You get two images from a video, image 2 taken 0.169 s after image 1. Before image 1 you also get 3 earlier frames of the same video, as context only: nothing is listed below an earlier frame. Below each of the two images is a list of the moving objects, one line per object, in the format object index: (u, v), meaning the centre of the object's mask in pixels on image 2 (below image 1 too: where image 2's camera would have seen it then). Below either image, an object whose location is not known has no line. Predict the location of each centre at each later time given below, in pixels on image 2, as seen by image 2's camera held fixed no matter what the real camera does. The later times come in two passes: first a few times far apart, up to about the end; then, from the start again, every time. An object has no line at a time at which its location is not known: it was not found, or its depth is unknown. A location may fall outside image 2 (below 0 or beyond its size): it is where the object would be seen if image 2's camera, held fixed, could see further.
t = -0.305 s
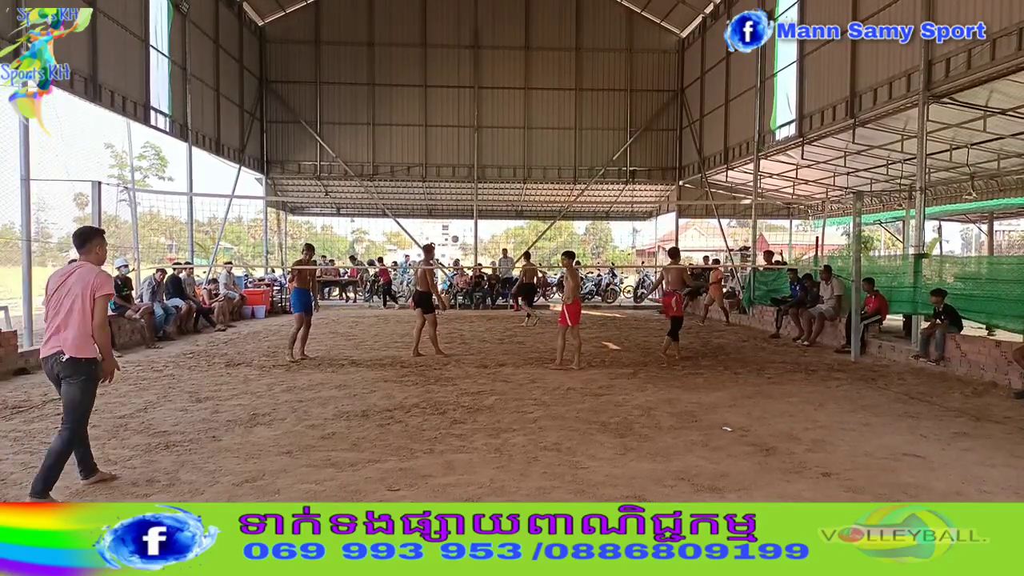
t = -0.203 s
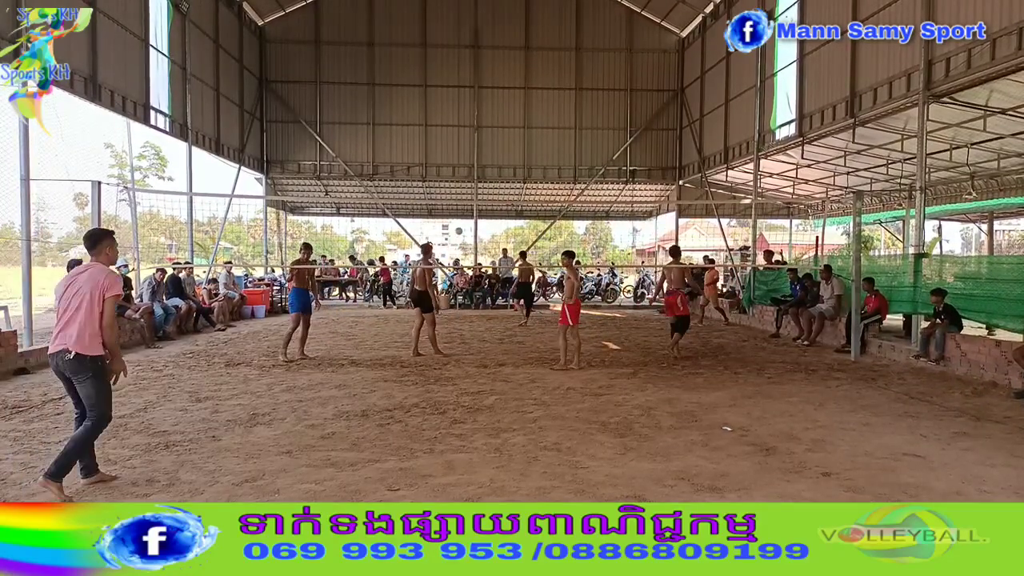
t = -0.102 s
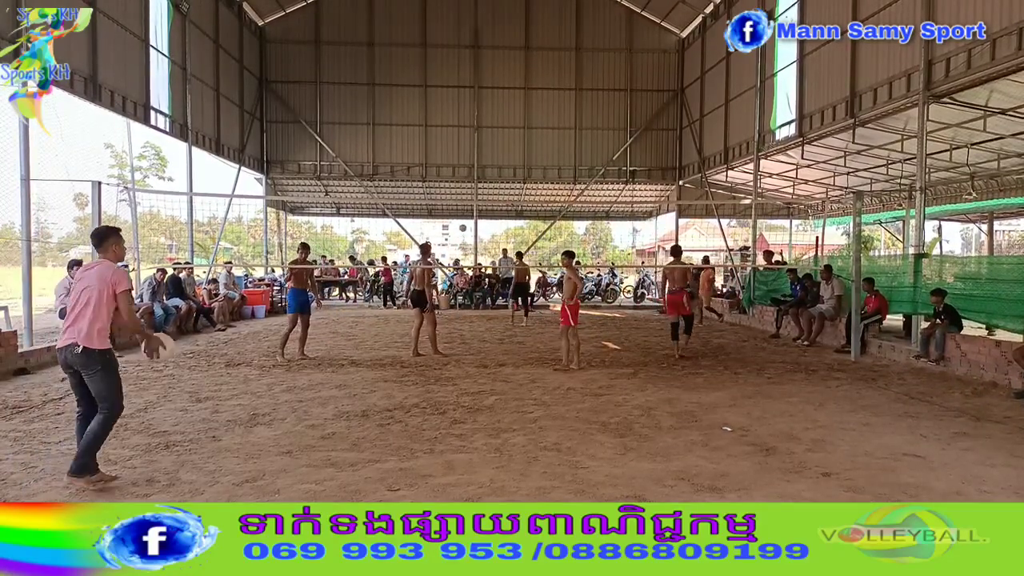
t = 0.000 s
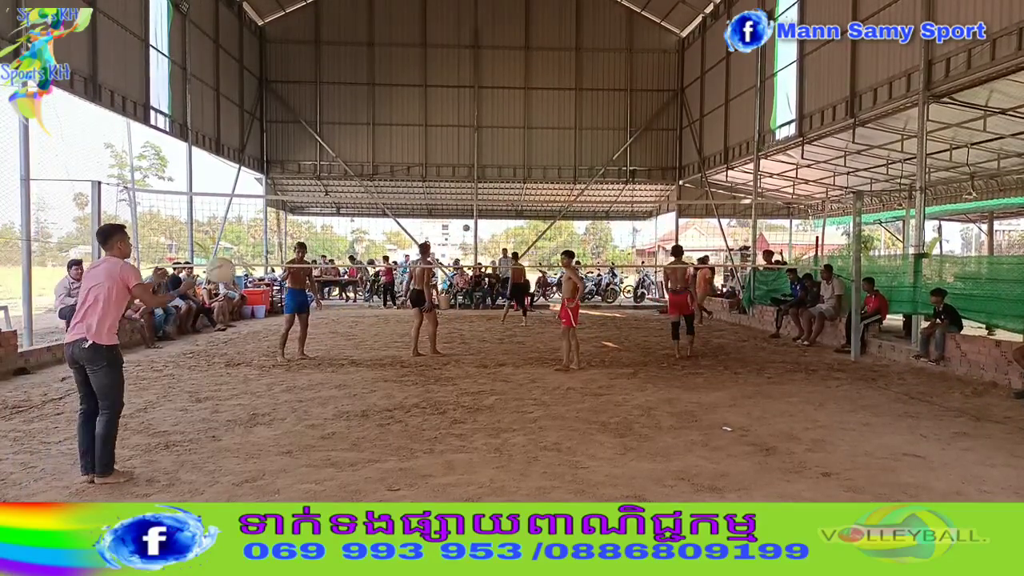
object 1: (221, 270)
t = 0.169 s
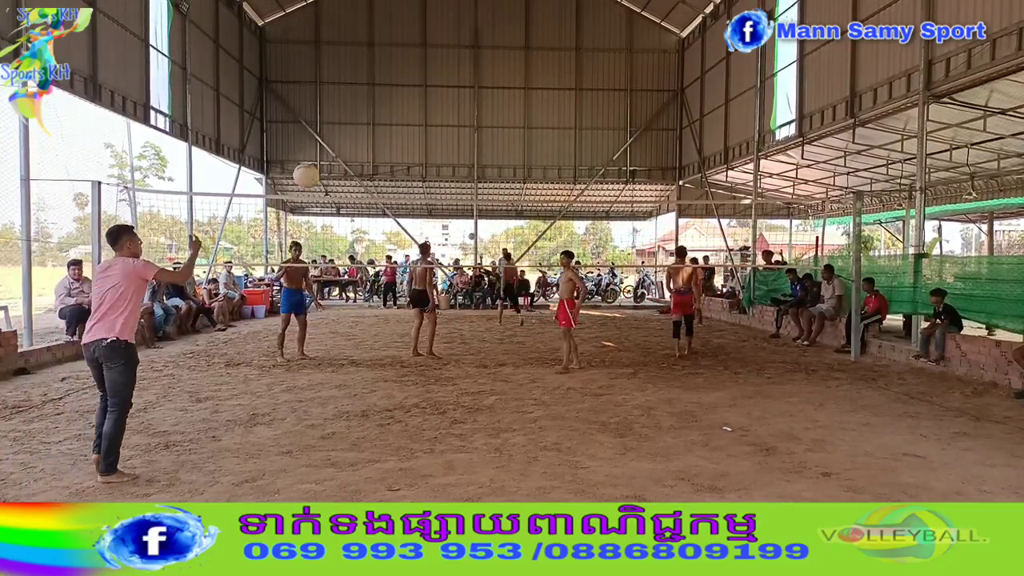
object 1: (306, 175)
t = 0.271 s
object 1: (348, 143)
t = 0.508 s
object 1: (428, 116)
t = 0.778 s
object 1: (494, 147)
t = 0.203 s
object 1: (320, 163)
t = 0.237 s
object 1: (335, 152)
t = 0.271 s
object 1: (348, 143)
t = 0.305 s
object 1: (361, 135)
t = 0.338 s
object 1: (373, 129)
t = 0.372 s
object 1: (385, 124)
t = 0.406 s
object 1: (397, 120)
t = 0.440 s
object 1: (408, 118)
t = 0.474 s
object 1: (418, 116)
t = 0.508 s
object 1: (428, 116)
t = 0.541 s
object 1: (437, 117)
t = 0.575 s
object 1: (446, 119)
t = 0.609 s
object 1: (455, 122)
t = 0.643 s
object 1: (463, 125)
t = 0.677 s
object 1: (471, 129)
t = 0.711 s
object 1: (479, 134)
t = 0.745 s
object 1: (487, 140)
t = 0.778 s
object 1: (494, 147)
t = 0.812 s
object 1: (501, 155)
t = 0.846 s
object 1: (508, 163)
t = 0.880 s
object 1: (514, 172)
